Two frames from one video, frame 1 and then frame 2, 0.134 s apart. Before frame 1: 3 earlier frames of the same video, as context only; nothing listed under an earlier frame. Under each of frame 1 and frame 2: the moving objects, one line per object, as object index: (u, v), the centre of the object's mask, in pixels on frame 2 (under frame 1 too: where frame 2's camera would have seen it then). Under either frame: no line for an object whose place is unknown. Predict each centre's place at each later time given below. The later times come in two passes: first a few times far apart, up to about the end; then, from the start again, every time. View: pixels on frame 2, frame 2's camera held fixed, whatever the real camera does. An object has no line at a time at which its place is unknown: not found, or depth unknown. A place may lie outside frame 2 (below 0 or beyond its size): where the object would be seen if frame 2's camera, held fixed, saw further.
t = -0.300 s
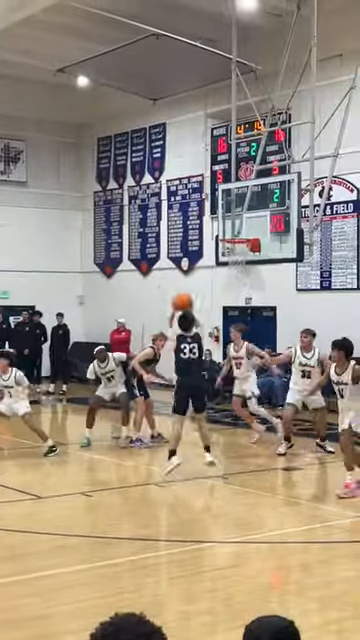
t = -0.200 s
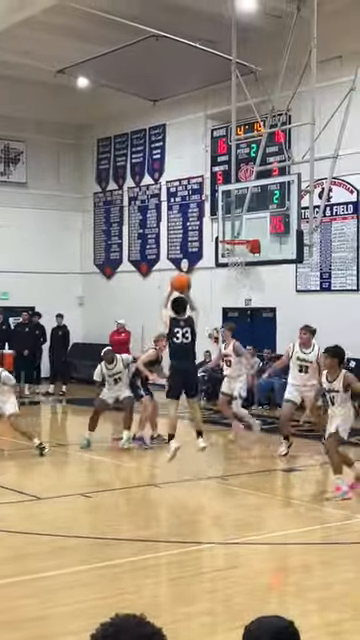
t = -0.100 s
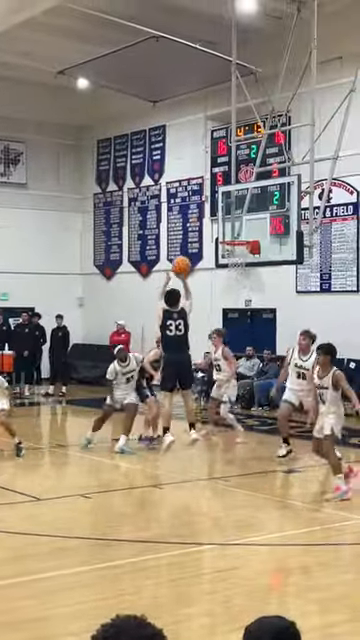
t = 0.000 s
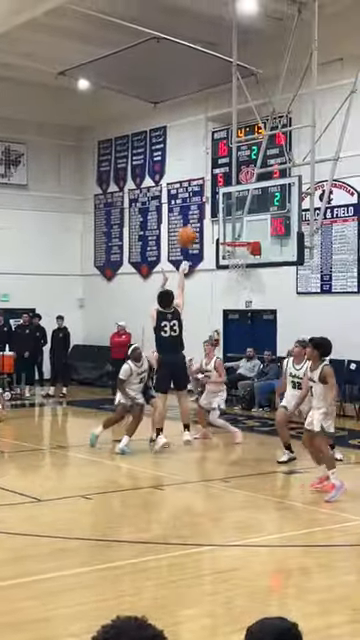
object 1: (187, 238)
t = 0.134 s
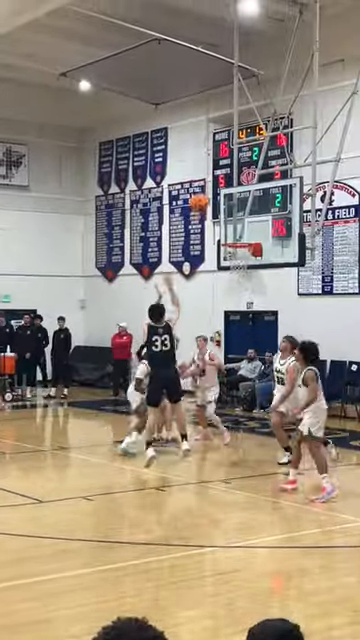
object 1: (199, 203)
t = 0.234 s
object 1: (204, 188)
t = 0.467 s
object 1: (220, 182)
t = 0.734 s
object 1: (234, 220)
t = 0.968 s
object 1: (238, 240)
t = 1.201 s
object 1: (239, 239)
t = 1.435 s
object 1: (231, 265)
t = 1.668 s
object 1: (223, 290)
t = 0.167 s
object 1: (201, 198)
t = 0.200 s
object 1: (203, 191)
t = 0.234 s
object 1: (204, 188)
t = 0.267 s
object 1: (208, 184)
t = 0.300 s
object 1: (211, 182)
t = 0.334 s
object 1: (212, 181)
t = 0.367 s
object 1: (214, 180)
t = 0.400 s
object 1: (215, 179)
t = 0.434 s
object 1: (217, 181)
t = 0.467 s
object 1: (220, 182)
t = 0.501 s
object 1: (222, 183)
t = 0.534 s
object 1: (224, 185)
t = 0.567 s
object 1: (225, 189)
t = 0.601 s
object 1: (227, 194)
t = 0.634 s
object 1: (229, 200)
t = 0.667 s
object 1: (231, 205)
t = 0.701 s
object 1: (232, 210)
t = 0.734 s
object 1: (234, 220)
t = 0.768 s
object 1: (237, 227)
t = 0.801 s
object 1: (238, 235)
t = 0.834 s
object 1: (238, 235)
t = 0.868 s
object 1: (239, 238)
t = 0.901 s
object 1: (239, 239)
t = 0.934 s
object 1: (239, 240)
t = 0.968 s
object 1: (238, 240)
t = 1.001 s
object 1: (236, 239)
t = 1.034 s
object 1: (234, 241)
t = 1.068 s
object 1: (231, 240)
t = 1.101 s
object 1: (231, 241)
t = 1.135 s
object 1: (237, 240)
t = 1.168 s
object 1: (238, 240)
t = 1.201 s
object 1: (239, 239)
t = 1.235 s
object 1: (241, 240)
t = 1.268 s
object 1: (240, 240)
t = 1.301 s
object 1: (239, 253)
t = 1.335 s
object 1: (237, 254)
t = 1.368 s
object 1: (235, 260)
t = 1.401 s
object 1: (232, 262)
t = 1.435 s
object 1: (231, 265)
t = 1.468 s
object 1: (230, 267)
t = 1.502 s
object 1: (229, 269)
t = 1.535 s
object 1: (228, 271)
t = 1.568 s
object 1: (227, 274)
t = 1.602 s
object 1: (225, 279)
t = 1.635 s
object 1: (224, 285)
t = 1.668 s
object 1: (223, 290)
